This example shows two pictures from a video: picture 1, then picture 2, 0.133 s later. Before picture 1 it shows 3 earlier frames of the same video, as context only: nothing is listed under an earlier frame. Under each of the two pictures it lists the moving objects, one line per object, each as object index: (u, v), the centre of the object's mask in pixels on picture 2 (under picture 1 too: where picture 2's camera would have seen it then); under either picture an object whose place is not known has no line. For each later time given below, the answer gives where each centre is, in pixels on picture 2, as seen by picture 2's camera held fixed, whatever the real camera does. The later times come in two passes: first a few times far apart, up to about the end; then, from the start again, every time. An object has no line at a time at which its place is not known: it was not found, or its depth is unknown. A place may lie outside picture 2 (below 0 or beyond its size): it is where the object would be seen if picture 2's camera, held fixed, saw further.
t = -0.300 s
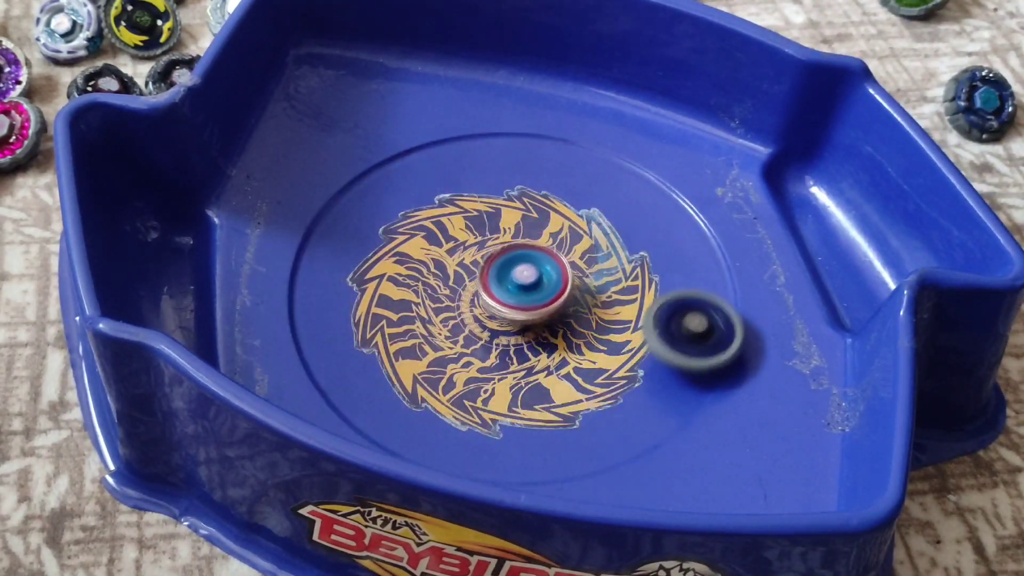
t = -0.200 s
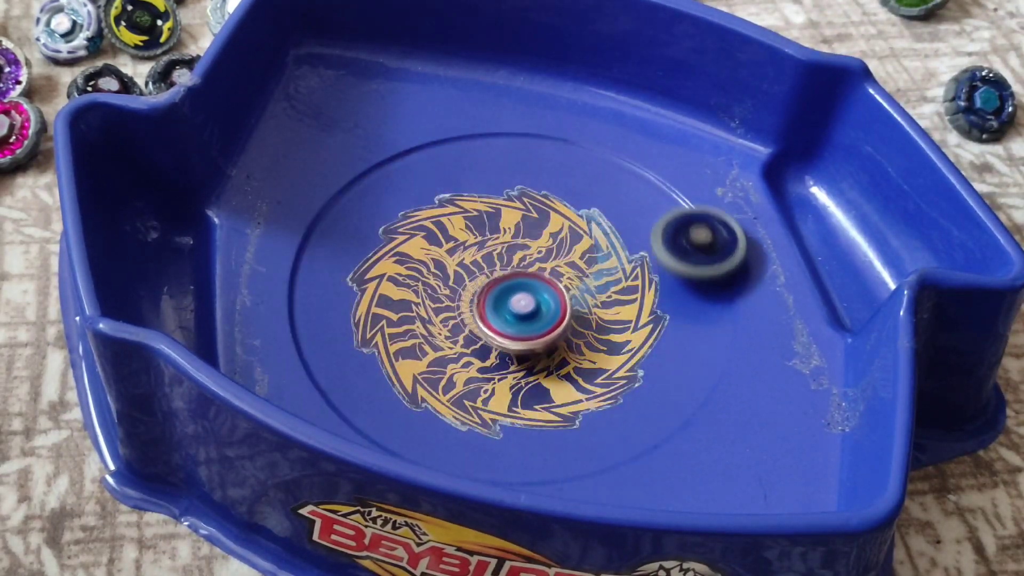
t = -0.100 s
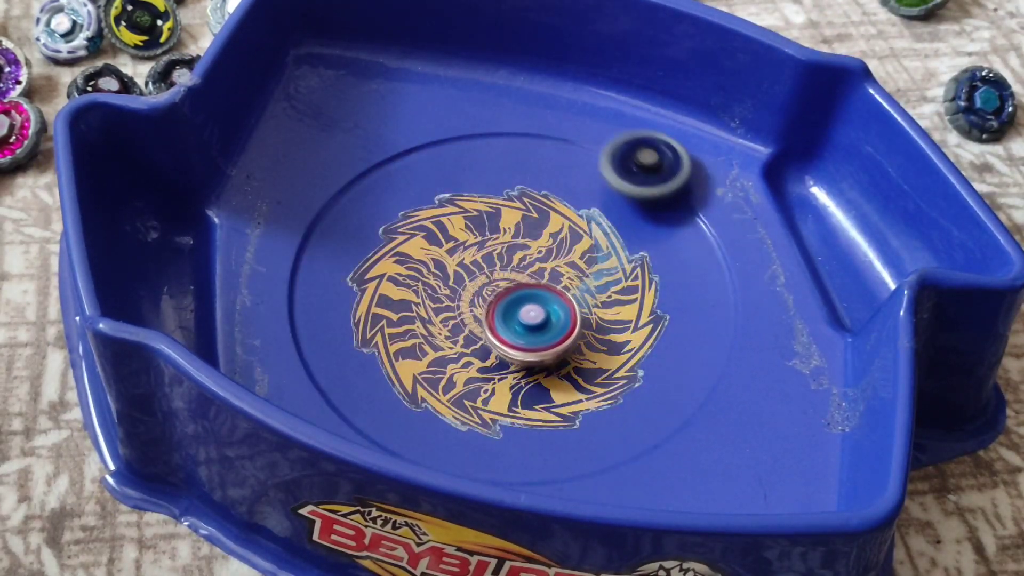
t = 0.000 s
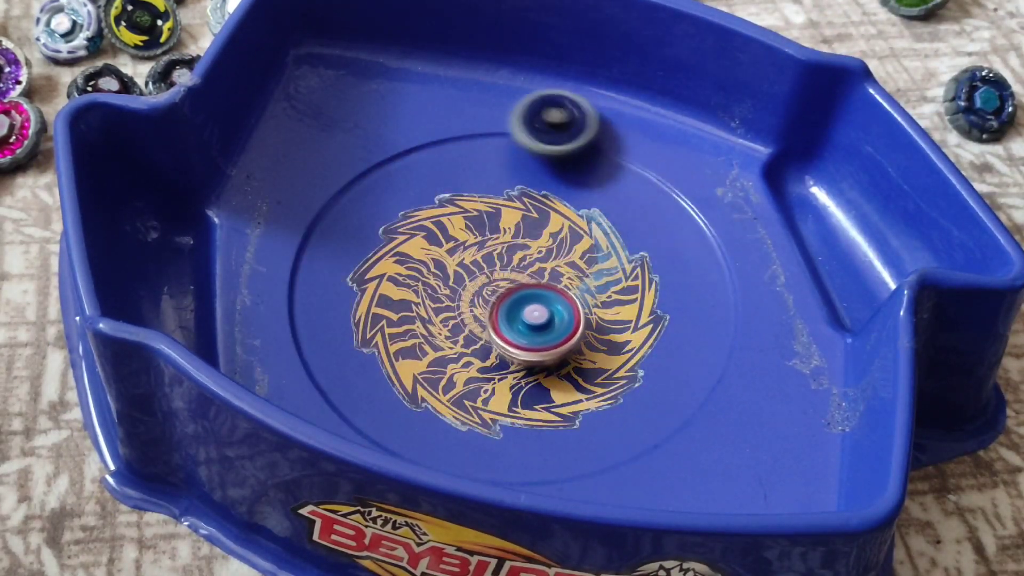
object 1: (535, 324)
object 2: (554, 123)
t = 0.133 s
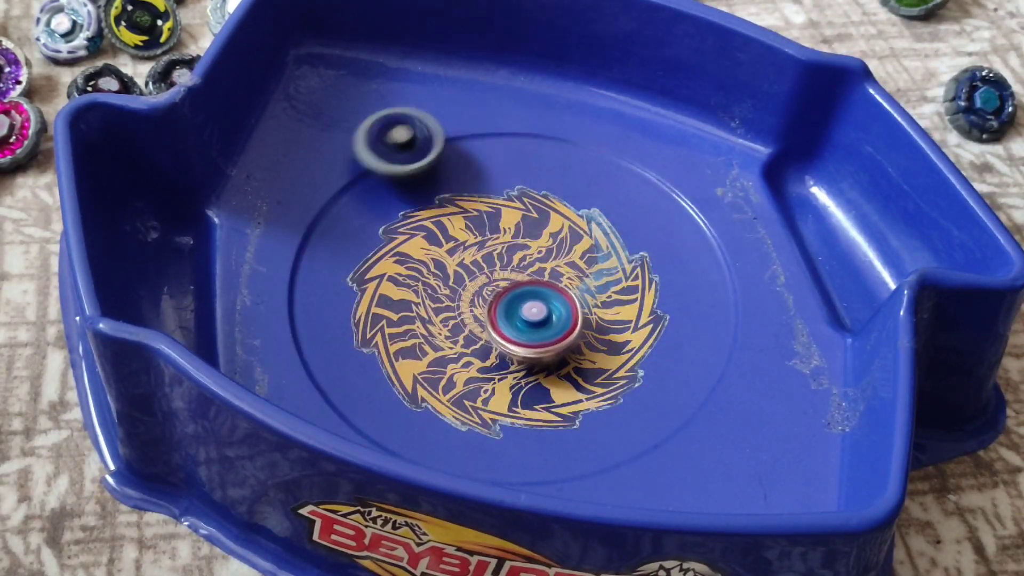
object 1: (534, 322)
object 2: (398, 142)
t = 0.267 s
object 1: (530, 317)
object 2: (322, 232)
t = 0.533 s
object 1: (519, 314)
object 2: (478, 431)
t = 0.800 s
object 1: (502, 320)
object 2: (710, 313)
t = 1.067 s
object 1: (498, 315)
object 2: (584, 139)
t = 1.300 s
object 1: (493, 308)
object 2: (379, 195)
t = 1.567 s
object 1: (483, 304)
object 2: (409, 395)
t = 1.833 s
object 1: (477, 299)
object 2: (666, 385)
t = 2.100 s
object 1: (478, 288)
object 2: (655, 210)
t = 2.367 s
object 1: (487, 282)
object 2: (446, 184)
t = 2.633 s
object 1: (503, 274)
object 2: (374, 342)
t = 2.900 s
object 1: (516, 269)
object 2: (565, 411)
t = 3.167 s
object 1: (523, 269)
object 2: (632, 281)
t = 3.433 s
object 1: (318, 294)
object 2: (739, 155)
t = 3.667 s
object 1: (376, 384)
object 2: (580, 142)
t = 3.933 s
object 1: (489, 379)
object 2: (429, 229)
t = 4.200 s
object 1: (538, 334)
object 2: (423, 363)
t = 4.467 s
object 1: (542, 299)
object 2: (581, 405)
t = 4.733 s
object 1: (526, 266)
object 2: (642, 314)
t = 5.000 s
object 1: (465, 235)
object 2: (623, 244)
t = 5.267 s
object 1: (401, 246)
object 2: (573, 229)
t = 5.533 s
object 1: (411, 286)
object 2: (541, 235)
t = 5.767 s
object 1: (441, 308)
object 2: (541, 264)
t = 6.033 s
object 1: (416, 329)
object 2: (650, 248)
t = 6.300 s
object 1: (472, 338)
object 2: (633, 162)
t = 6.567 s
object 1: (519, 318)
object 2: (522, 195)
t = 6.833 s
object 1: (555, 466)
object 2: (480, 78)
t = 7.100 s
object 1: (654, 455)
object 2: (354, 200)
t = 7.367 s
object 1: (672, 359)
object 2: (382, 365)
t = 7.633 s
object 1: (610, 303)
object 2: (569, 435)
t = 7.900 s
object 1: (554, 271)
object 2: (697, 345)
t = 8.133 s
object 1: (524, 256)
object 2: (662, 245)
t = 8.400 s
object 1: (462, 256)
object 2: (565, 177)
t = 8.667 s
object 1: (445, 265)
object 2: (453, 179)
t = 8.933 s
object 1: (461, 316)
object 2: (391, 214)
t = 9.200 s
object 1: (532, 339)
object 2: (369, 269)
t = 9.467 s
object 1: (607, 331)
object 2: (367, 311)
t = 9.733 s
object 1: (608, 313)
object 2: (473, 334)
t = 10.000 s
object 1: (672, 280)
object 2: (405, 306)
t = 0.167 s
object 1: (534, 321)
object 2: (373, 158)
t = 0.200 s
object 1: (533, 320)
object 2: (353, 178)
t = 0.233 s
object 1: (532, 319)
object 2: (334, 204)
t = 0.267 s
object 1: (530, 317)
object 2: (322, 232)
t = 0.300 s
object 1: (528, 317)
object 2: (316, 262)
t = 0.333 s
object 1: (526, 317)
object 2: (318, 293)
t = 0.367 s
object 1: (525, 316)
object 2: (328, 325)
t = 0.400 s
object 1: (523, 315)
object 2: (345, 354)
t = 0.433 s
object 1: (520, 315)
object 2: (369, 382)
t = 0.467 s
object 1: (519, 316)
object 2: (399, 405)
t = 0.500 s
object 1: (520, 316)
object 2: (437, 421)
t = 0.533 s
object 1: (519, 314)
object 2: (478, 431)
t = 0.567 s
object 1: (516, 313)
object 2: (519, 435)
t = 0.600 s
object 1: (513, 313)
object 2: (560, 431)
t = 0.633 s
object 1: (510, 315)
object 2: (600, 423)
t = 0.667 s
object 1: (508, 316)
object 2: (635, 408)
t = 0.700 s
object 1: (506, 317)
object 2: (663, 388)
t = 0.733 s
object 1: (504, 318)
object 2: (684, 365)
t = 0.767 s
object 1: (503, 320)
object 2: (700, 340)
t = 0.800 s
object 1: (502, 320)
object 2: (710, 313)
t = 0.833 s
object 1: (502, 320)
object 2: (715, 286)
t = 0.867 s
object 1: (502, 320)
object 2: (713, 260)
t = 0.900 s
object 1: (502, 319)
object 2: (705, 234)
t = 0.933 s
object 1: (501, 318)
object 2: (690, 208)
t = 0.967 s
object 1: (500, 317)
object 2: (670, 185)
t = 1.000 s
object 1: (499, 317)
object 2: (644, 166)
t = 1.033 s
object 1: (499, 316)
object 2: (615, 150)
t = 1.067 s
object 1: (498, 315)
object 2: (584, 139)
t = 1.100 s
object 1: (497, 314)
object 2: (551, 133)
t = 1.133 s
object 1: (496, 313)
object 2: (517, 131)
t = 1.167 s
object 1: (495, 312)
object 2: (484, 135)
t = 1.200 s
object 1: (495, 311)
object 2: (452, 144)
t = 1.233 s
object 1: (495, 310)
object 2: (424, 157)
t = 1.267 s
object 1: (495, 309)
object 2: (399, 175)
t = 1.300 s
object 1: (493, 308)
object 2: (379, 195)
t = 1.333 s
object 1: (492, 307)
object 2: (364, 219)
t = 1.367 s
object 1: (492, 306)
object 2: (354, 244)
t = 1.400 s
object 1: (491, 305)
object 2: (349, 269)
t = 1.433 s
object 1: (489, 305)
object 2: (350, 297)
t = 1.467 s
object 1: (486, 306)
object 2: (356, 321)
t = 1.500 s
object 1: (485, 307)
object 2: (367, 348)
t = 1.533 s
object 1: (485, 306)
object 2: (385, 374)
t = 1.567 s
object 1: (483, 304)
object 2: (409, 395)
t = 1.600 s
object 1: (479, 303)
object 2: (439, 414)
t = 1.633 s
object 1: (477, 304)
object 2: (473, 425)
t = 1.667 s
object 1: (477, 303)
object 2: (509, 432)
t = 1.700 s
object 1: (477, 303)
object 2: (545, 433)
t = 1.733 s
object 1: (477, 301)
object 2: (581, 429)
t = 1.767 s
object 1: (476, 301)
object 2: (616, 420)
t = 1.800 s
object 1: (477, 300)
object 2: (644, 404)
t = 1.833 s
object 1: (477, 299)
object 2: (666, 385)
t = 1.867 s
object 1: (478, 296)
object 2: (683, 364)
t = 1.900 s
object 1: (477, 293)
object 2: (694, 341)
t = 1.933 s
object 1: (476, 291)
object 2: (700, 317)
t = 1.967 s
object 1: (476, 291)
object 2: (701, 294)
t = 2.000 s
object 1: (477, 290)
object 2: (697, 270)
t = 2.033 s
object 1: (477, 290)
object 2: (688, 249)
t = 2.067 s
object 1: (477, 289)
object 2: (674, 228)
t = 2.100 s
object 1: (478, 288)
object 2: (655, 210)
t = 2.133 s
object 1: (478, 287)
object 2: (632, 194)
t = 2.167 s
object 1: (479, 288)
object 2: (606, 181)
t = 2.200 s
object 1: (480, 288)
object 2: (578, 172)
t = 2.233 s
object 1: (483, 288)
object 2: (550, 168)
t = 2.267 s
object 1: (485, 288)
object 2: (522, 166)
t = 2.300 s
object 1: (485, 286)
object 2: (496, 169)
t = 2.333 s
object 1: (486, 285)
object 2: (470, 176)
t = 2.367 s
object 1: (487, 282)
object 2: (446, 184)
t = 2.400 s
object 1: (488, 281)
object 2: (424, 198)
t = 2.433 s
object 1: (489, 279)
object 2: (404, 213)
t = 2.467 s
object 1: (491, 278)
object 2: (388, 231)
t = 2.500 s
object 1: (494, 277)
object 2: (377, 252)
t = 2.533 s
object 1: (497, 275)
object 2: (368, 273)
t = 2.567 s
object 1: (499, 274)
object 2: (366, 296)
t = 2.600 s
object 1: (501, 274)
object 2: (367, 318)
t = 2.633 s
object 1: (503, 274)
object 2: (374, 342)
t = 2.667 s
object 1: (505, 273)
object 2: (386, 363)
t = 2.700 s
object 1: (506, 272)
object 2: (403, 382)
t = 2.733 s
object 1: (508, 272)
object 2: (425, 398)
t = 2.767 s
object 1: (510, 272)
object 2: (451, 410)
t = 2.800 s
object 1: (512, 271)
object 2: (479, 416)
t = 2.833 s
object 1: (513, 269)
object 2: (508, 419)
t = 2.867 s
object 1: (514, 269)
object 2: (537, 416)
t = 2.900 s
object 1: (516, 269)
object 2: (565, 411)
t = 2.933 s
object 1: (517, 268)
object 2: (589, 401)
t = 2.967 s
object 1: (517, 267)
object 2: (607, 388)
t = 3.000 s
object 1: (518, 267)
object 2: (619, 372)
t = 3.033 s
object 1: (519, 267)
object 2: (630, 355)
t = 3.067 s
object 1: (520, 267)
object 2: (637, 336)
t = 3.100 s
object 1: (521, 267)
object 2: (639, 316)
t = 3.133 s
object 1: (522, 268)
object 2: (637, 298)
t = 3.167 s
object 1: (523, 269)
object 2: (632, 281)
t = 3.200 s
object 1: (524, 269)
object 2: (624, 265)
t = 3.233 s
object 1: (520, 271)
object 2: (619, 250)
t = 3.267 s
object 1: (466, 273)
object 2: (672, 226)
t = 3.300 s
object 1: (417, 274)
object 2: (710, 201)
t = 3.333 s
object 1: (378, 275)
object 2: (731, 174)
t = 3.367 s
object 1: (348, 277)
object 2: (747, 162)
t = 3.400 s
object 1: (326, 284)
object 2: (753, 156)
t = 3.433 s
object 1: (318, 294)
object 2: (739, 155)
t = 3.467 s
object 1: (316, 304)
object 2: (720, 162)
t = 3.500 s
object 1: (321, 319)
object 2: (699, 162)
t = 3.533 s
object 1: (327, 332)
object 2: (677, 158)
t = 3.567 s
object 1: (335, 348)
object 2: (656, 152)
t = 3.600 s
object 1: (347, 362)
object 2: (633, 147)
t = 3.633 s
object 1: (361, 374)
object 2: (606, 144)
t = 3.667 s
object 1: (376, 384)
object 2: (580, 142)
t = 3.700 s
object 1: (392, 391)
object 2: (553, 143)
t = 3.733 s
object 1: (408, 395)
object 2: (527, 147)
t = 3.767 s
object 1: (424, 396)
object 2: (503, 155)
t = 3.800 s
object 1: (439, 397)
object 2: (482, 165)
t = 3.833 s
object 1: (454, 395)
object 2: (464, 178)
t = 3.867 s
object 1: (467, 391)
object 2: (449, 194)
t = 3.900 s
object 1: (478, 386)
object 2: (438, 211)
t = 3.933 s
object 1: (489, 379)
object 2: (429, 229)
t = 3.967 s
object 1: (498, 372)
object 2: (423, 248)
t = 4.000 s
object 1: (504, 362)
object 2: (421, 266)
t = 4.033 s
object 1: (506, 353)
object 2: (420, 287)
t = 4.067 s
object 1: (510, 346)
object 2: (419, 305)
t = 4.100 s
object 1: (523, 345)
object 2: (411, 314)
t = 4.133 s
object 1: (532, 342)
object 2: (410, 328)
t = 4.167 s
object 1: (535, 338)
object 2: (414, 345)
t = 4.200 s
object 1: (538, 334)
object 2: (423, 363)
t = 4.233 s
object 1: (540, 329)
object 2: (434, 378)
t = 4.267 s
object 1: (541, 324)
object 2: (450, 391)
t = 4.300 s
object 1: (542, 320)
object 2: (469, 401)
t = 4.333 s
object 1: (542, 316)
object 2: (492, 407)
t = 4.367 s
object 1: (543, 312)
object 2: (516, 412)
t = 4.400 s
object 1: (542, 307)
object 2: (539, 412)
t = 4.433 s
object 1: (543, 303)
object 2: (561, 410)
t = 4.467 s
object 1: (542, 299)
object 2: (581, 405)
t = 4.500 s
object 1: (541, 295)
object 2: (597, 396)
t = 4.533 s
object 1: (541, 292)
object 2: (610, 386)
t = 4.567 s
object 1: (540, 288)
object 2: (618, 375)
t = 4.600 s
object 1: (541, 285)
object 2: (624, 361)
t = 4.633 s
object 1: (540, 282)
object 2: (628, 347)
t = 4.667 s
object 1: (540, 279)
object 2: (628, 333)
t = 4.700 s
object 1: (540, 276)
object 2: (626, 319)
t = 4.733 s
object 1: (526, 266)
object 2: (642, 314)
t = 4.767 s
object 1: (510, 254)
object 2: (656, 309)
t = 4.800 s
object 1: (497, 246)
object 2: (661, 301)
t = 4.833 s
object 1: (489, 240)
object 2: (661, 290)
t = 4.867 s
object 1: (483, 237)
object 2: (658, 280)
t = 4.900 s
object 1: (479, 235)
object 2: (652, 271)
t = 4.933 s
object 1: (474, 235)
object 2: (644, 261)
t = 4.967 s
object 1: (470, 236)
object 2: (635, 252)
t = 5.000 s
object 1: (465, 235)
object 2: (623, 244)
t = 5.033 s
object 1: (462, 236)
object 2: (609, 237)
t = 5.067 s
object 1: (459, 237)
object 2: (595, 232)
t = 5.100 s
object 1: (456, 237)
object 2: (581, 229)
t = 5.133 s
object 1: (453, 238)
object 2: (565, 227)
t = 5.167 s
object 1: (451, 239)
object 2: (549, 227)
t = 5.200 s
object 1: (441, 240)
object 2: (545, 228)
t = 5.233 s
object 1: (417, 243)
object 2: (562, 228)
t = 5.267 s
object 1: (401, 246)
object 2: (573, 229)
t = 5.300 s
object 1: (392, 251)
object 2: (577, 229)
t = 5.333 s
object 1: (388, 256)
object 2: (575, 228)
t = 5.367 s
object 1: (388, 261)
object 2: (570, 227)
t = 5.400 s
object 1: (390, 266)
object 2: (565, 227)
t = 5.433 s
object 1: (393, 271)
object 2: (560, 228)
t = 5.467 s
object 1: (398, 276)
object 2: (554, 229)
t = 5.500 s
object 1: (405, 281)
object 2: (547, 232)
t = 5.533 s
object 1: (411, 286)
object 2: (541, 235)
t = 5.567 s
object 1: (419, 290)
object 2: (534, 240)
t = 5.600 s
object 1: (426, 294)
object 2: (530, 245)
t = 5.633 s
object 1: (434, 297)
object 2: (526, 252)
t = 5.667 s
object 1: (441, 298)
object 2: (523, 258)
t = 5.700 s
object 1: (440, 303)
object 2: (530, 260)
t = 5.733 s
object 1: (439, 307)
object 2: (538, 261)
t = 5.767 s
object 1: (441, 308)
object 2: (541, 264)
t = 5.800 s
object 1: (447, 311)
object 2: (544, 268)
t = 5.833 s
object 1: (452, 312)
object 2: (546, 271)
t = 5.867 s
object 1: (458, 313)
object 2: (547, 274)
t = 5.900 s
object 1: (464, 314)
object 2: (550, 277)
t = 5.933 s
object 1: (462, 316)
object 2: (561, 277)
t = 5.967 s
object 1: (439, 322)
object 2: (603, 268)
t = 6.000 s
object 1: (424, 327)
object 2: (631, 259)
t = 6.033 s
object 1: (416, 329)
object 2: (650, 248)
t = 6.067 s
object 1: (416, 332)
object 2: (662, 238)
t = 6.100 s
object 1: (423, 335)
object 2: (669, 226)
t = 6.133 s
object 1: (429, 335)
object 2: (671, 214)
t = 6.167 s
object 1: (438, 338)
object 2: (669, 202)
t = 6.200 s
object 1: (446, 338)
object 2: (665, 190)
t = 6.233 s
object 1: (455, 339)
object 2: (657, 179)
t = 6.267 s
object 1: (463, 339)
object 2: (647, 170)
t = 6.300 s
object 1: (472, 338)
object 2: (633, 162)
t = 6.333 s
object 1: (480, 337)
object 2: (619, 157)
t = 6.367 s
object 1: (488, 335)
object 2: (603, 155)
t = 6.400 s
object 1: (496, 333)
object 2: (586, 157)
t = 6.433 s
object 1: (502, 330)
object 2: (570, 160)
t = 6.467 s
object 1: (508, 328)
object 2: (554, 166)
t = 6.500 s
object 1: (512, 325)
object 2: (542, 174)
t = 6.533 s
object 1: (516, 322)
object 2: (532, 184)
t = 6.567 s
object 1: (519, 318)
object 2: (522, 195)
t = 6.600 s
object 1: (522, 314)
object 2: (514, 209)
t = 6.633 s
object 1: (523, 310)
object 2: (508, 221)
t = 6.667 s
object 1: (525, 309)
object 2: (502, 235)
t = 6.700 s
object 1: (529, 359)
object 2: (499, 188)
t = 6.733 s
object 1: (532, 402)
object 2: (497, 142)
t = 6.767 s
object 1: (538, 441)
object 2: (495, 102)
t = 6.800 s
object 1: (545, 455)
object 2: (492, 74)
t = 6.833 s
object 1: (555, 466)
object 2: (480, 78)
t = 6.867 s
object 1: (565, 471)
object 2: (466, 89)
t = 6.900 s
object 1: (576, 473)
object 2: (449, 100)
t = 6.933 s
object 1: (590, 473)
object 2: (430, 111)
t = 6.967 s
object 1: (604, 472)
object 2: (412, 123)
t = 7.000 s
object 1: (618, 470)
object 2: (394, 140)
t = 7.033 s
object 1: (632, 467)
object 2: (378, 159)
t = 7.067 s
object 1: (644, 462)
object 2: (364, 181)
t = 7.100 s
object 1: (654, 455)
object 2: (354, 200)
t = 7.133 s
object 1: (663, 445)
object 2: (349, 221)
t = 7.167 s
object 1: (671, 434)
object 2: (346, 242)
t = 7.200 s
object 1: (677, 423)
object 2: (344, 263)
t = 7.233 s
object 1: (680, 411)
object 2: (345, 284)
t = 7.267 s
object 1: (681, 400)
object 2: (350, 305)
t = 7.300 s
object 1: (680, 386)
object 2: (358, 325)
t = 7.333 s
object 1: (677, 372)
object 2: (368, 345)
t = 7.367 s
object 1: (672, 359)
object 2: (382, 365)
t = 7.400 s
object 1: (666, 348)
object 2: (399, 383)
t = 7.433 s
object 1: (660, 340)
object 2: (418, 399)
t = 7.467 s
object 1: (652, 332)
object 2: (441, 412)
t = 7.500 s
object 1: (644, 326)
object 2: (466, 422)
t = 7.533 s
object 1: (634, 320)
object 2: (491, 430)
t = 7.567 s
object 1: (626, 314)
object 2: (519, 435)
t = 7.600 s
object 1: (618, 309)
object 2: (545, 436)
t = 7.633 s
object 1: (610, 303)
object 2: (569, 435)
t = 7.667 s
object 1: (602, 298)
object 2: (595, 431)
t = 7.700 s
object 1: (593, 292)
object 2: (618, 425)
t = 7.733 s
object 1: (585, 288)
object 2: (639, 415)
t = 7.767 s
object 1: (578, 283)
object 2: (656, 404)
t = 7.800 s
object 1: (571, 280)
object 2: (672, 390)
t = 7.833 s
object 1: (565, 277)
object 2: (684, 376)
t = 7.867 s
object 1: (559, 274)
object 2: (692, 360)
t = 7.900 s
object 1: (554, 271)
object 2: (697, 345)
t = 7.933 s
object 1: (548, 268)
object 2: (700, 329)
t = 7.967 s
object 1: (544, 266)
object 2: (700, 313)
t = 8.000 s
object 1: (540, 263)
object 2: (697, 298)
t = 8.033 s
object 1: (536, 261)
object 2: (691, 283)
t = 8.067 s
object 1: (531, 259)
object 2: (684, 269)
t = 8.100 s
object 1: (528, 257)
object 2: (674, 256)
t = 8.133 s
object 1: (524, 256)
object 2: (662, 245)
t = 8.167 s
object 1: (520, 253)
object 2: (648, 233)
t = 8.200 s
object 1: (518, 252)
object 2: (634, 225)
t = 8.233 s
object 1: (515, 250)
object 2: (618, 217)
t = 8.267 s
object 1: (513, 248)
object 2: (601, 210)
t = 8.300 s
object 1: (505, 249)
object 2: (588, 202)
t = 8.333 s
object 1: (486, 253)
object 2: (587, 191)
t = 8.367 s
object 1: (473, 255)
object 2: (578, 183)
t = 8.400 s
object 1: (462, 256)
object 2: (565, 177)
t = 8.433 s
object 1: (456, 257)
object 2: (550, 172)
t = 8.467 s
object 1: (451, 258)
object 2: (535, 169)
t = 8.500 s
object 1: (449, 259)
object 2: (522, 167)
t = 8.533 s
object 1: (447, 260)
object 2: (508, 167)
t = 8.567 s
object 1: (446, 262)
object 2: (493, 168)
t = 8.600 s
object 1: (445, 263)
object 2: (478, 171)
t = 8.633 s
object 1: (445, 264)
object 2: (465, 175)
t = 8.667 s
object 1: (445, 265)
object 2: (453, 179)
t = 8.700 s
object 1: (444, 265)
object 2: (441, 187)
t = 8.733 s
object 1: (444, 269)
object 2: (430, 193)
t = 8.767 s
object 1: (445, 284)
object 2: (421, 187)
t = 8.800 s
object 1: (447, 296)
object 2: (415, 187)
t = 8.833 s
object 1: (451, 304)
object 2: (410, 191)
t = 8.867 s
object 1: (453, 309)
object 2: (404, 198)
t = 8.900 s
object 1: (456, 313)
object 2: (396, 206)
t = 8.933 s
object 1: (461, 316)
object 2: (391, 214)
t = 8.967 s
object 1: (464, 318)
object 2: (388, 224)
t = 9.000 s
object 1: (468, 319)
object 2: (386, 234)
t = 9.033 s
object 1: (472, 320)
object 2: (386, 245)
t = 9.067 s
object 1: (476, 320)
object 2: (387, 256)
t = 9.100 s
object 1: (481, 320)
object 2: (391, 267)
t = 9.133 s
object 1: (486, 321)
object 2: (397, 277)
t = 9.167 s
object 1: (502, 328)
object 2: (392, 280)
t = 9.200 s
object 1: (532, 339)
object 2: (369, 269)
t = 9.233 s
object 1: (558, 345)
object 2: (355, 263)
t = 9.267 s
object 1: (577, 349)
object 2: (348, 263)
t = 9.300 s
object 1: (592, 348)
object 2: (345, 268)
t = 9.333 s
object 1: (599, 346)
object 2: (345, 277)
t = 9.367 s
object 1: (604, 341)
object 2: (347, 286)
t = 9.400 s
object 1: (606, 337)
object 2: (352, 296)
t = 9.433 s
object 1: (607, 334)
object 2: (358, 302)
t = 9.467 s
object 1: (607, 331)
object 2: (367, 311)
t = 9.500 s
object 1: (608, 329)
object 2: (376, 318)
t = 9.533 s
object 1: (608, 326)
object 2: (388, 324)
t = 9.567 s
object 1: (608, 324)
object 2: (401, 329)
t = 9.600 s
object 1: (609, 321)
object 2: (414, 333)
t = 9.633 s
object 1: (609, 320)
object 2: (429, 336)
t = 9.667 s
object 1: (609, 319)
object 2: (444, 337)
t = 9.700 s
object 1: (608, 316)
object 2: (458, 336)
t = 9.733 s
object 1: (608, 313)
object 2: (473, 334)
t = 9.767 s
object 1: (607, 311)
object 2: (488, 332)
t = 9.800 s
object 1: (604, 309)
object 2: (502, 328)
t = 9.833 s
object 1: (629, 304)
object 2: (474, 321)
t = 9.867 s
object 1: (654, 297)
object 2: (444, 314)
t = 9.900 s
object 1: (668, 292)
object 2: (422, 308)
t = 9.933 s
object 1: (673, 288)
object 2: (410, 304)
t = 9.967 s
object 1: (674, 283)
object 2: (405, 303)
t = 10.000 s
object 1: (672, 280)
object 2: (405, 306)
